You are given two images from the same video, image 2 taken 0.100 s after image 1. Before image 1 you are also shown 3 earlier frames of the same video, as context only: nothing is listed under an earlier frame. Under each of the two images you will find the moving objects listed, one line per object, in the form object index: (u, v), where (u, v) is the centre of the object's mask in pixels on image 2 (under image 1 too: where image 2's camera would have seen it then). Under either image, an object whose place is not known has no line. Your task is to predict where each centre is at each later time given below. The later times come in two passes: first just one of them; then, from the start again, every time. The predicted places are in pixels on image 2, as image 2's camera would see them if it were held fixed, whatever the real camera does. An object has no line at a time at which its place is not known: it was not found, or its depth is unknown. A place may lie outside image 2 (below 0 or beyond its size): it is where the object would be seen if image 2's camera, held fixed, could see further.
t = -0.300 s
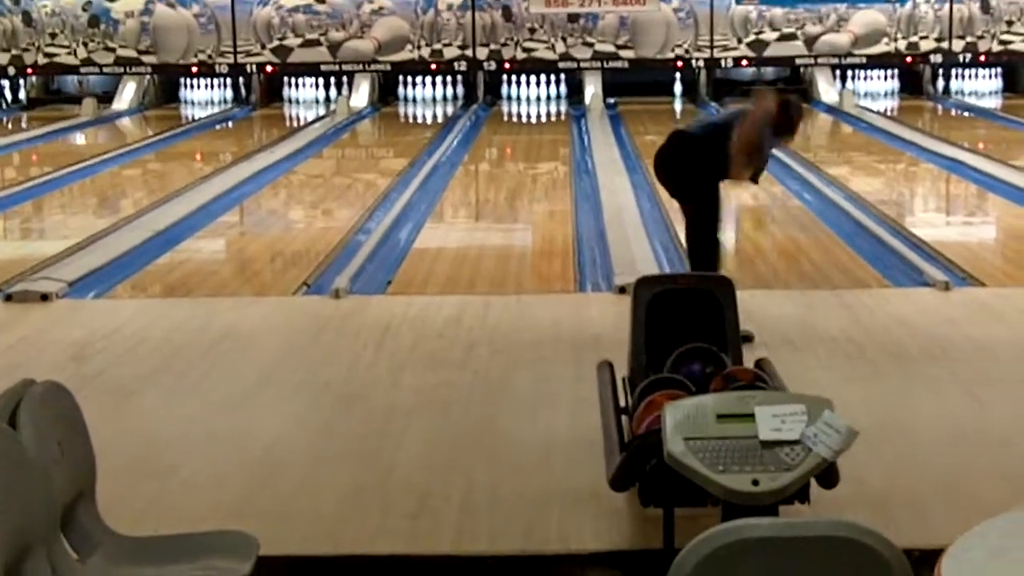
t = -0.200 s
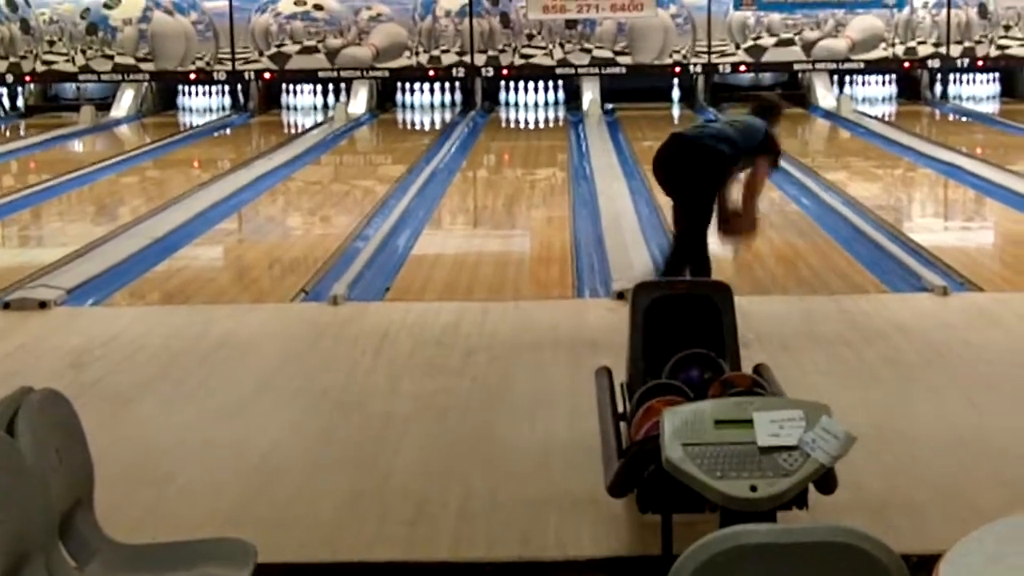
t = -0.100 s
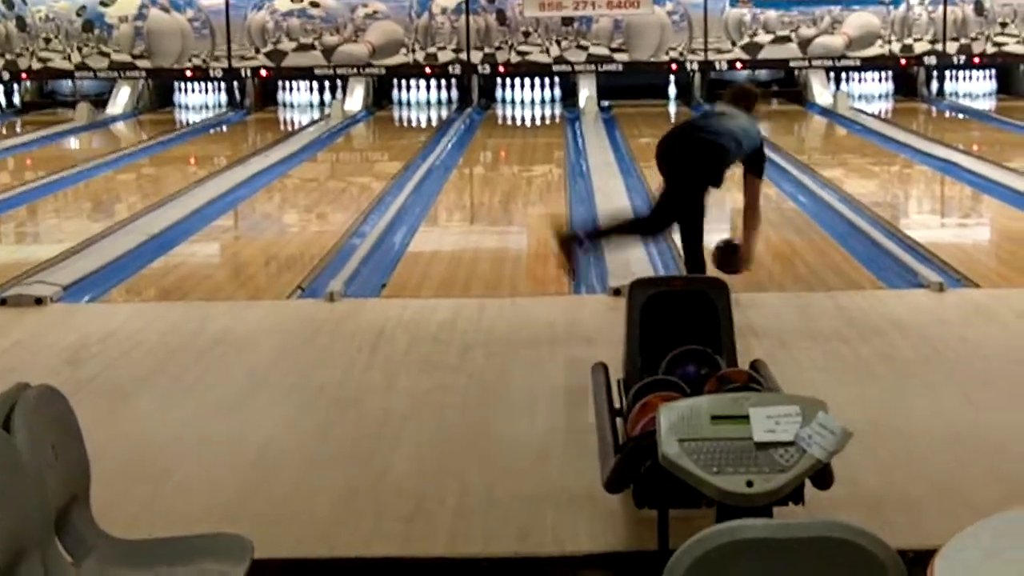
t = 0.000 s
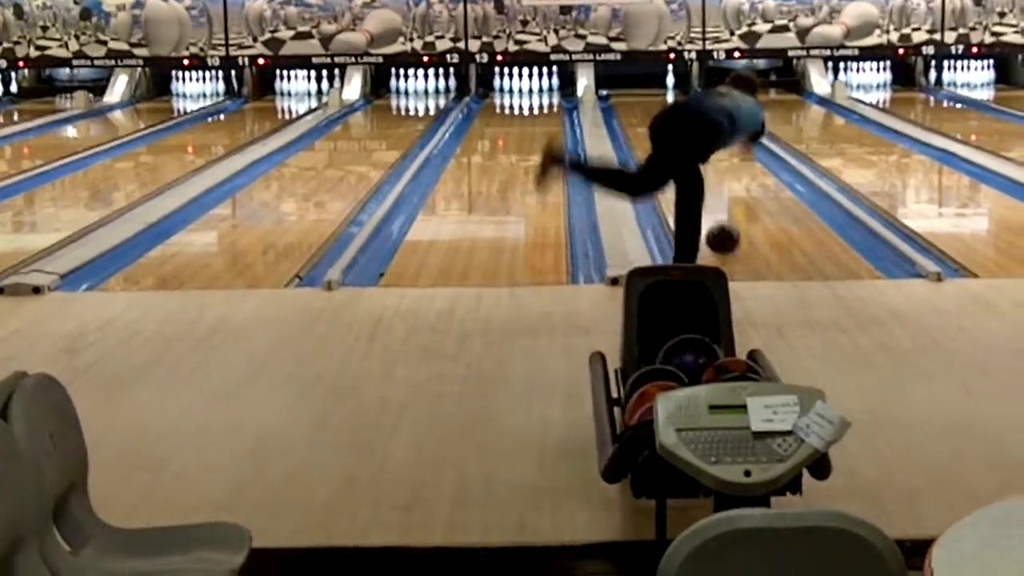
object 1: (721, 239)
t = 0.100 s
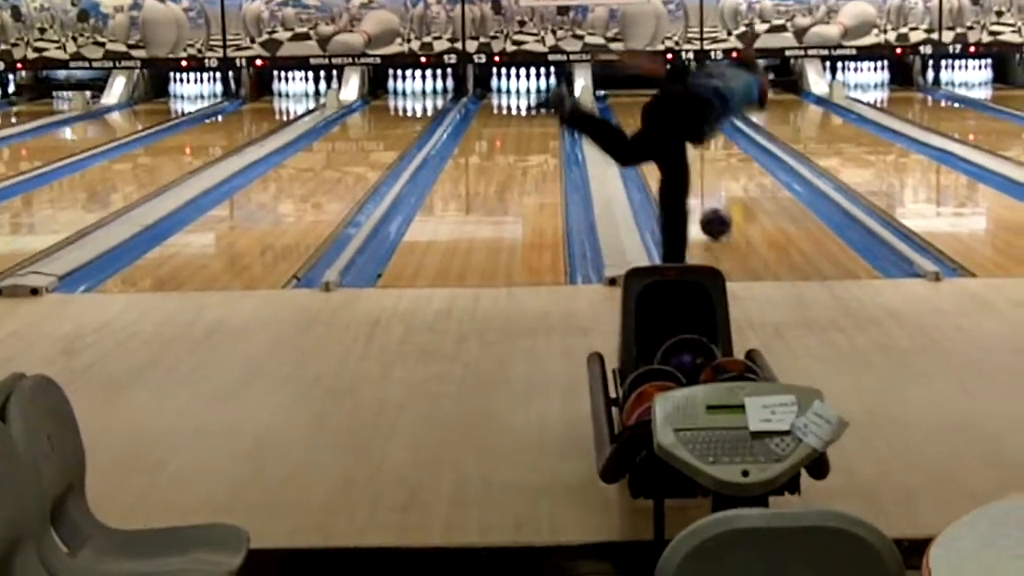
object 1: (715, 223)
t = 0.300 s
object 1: (707, 195)
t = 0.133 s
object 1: (714, 218)
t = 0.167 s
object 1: (712, 212)
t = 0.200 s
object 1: (711, 207)
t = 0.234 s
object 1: (710, 202)
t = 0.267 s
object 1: (708, 198)
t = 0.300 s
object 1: (707, 195)
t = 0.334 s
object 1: (705, 192)
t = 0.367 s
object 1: (703, 189)
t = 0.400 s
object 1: (703, 185)
